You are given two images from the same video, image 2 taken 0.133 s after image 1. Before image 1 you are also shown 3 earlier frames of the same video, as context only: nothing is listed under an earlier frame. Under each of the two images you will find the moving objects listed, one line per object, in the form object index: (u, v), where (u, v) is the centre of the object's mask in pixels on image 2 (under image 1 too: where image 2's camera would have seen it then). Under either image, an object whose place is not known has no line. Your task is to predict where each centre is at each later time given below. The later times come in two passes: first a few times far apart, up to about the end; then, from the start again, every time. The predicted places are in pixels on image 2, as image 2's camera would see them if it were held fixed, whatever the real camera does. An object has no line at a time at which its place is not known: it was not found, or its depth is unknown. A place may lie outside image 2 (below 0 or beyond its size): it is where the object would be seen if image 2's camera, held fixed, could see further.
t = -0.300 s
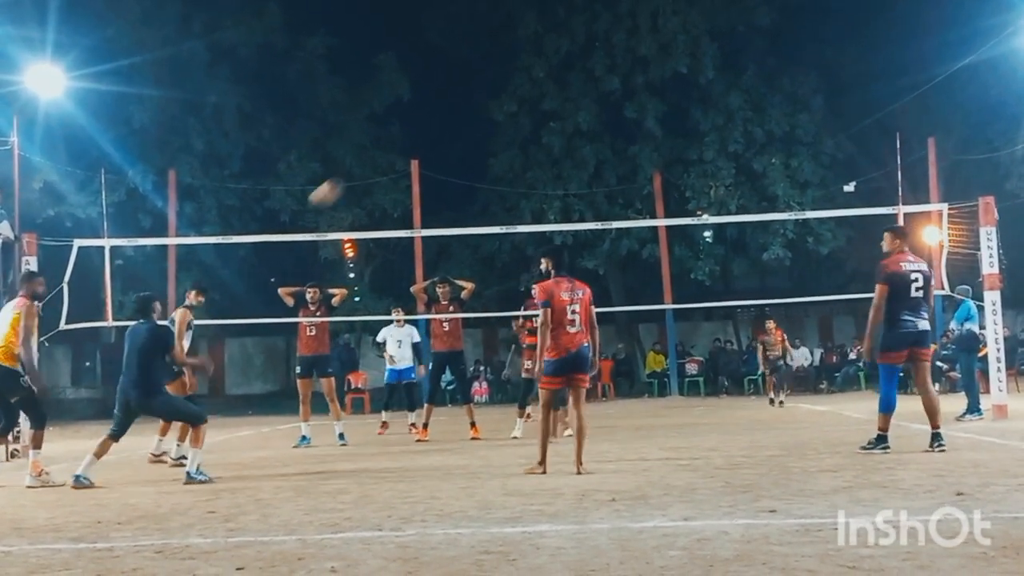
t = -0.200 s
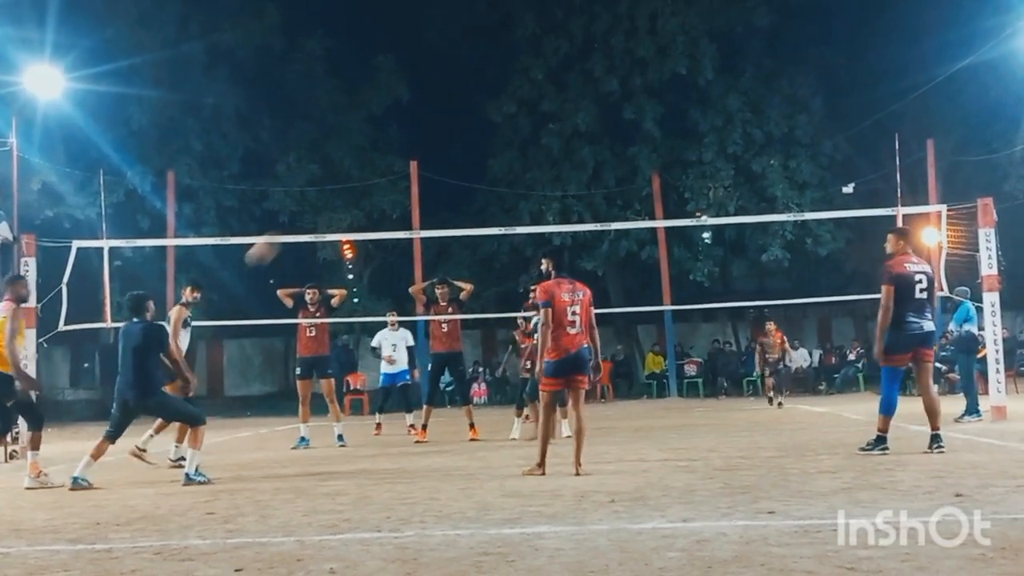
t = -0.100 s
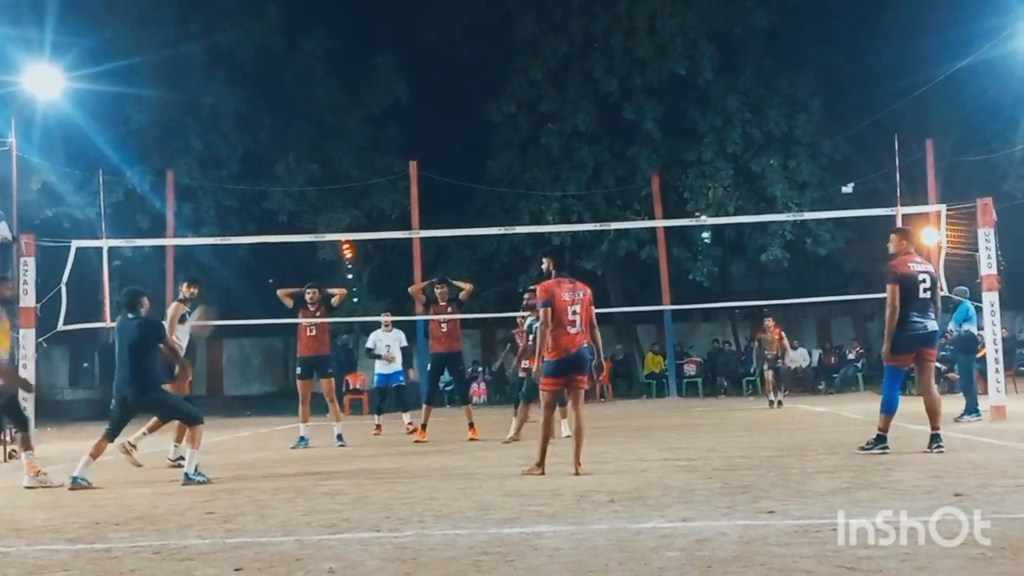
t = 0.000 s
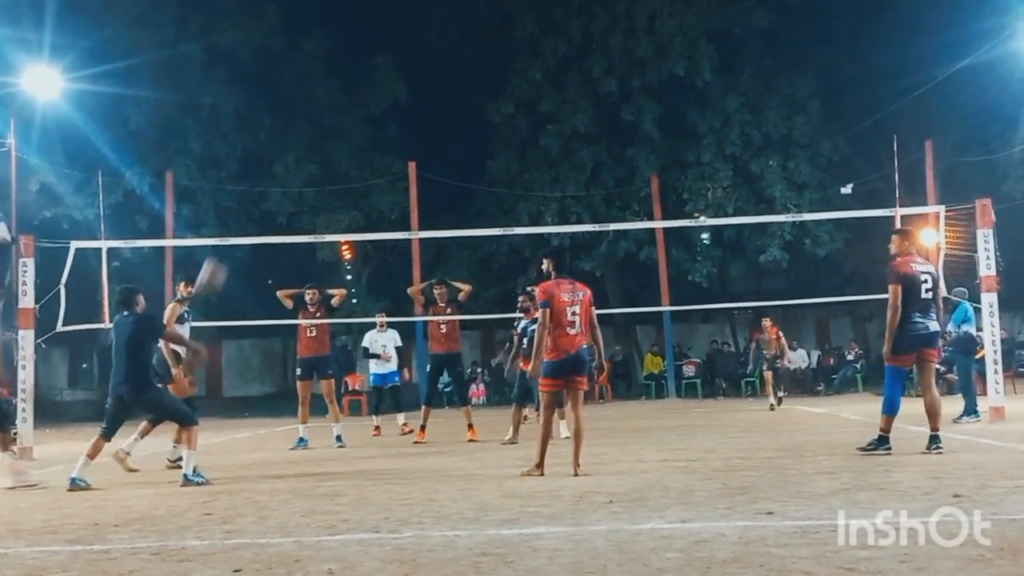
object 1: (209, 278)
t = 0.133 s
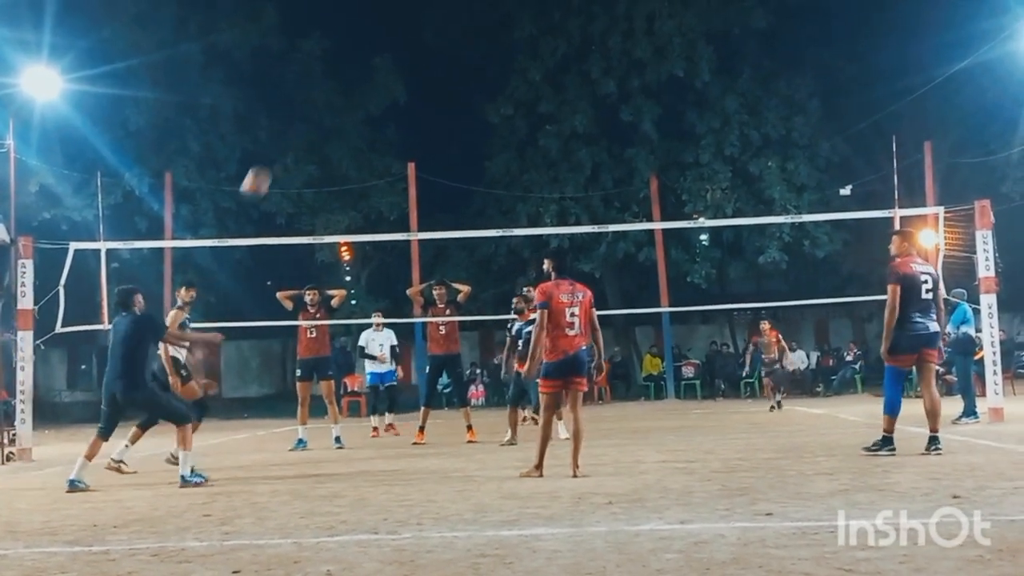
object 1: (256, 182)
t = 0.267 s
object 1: (298, 115)
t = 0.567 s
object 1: (384, 41)
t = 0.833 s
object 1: (453, 51)
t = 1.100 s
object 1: (518, 125)
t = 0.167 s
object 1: (266, 164)
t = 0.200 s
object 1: (277, 147)
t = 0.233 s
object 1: (287, 130)
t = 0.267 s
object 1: (298, 115)
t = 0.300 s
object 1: (308, 101)
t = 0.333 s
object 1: (317, 90)
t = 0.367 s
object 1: (327, 78)
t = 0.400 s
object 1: (337, 69)
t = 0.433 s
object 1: (346, 62)
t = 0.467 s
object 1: (357, 54)
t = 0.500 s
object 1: (365, 49)
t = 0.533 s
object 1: (374, 44)
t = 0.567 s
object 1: (384, 41)
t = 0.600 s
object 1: (393, 38)
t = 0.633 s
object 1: (401, 37)
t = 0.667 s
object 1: (410, 36)
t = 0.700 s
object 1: (420, 38)
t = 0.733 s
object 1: (428, 40)
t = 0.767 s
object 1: (437, 43)
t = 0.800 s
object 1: (445, 47)
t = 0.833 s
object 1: (453, 51)
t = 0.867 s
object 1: (462, 58)
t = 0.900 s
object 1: (470, 65)
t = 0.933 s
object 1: (478, 72)
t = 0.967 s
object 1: (487, 81)
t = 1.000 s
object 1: (495, 91)
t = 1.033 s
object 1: (503, 102)
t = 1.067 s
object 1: (511, 113)
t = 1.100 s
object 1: (518, 125)
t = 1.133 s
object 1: (526, 138)
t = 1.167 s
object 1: (534, 152)
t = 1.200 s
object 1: (541, 167)
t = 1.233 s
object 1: (549, 183)
